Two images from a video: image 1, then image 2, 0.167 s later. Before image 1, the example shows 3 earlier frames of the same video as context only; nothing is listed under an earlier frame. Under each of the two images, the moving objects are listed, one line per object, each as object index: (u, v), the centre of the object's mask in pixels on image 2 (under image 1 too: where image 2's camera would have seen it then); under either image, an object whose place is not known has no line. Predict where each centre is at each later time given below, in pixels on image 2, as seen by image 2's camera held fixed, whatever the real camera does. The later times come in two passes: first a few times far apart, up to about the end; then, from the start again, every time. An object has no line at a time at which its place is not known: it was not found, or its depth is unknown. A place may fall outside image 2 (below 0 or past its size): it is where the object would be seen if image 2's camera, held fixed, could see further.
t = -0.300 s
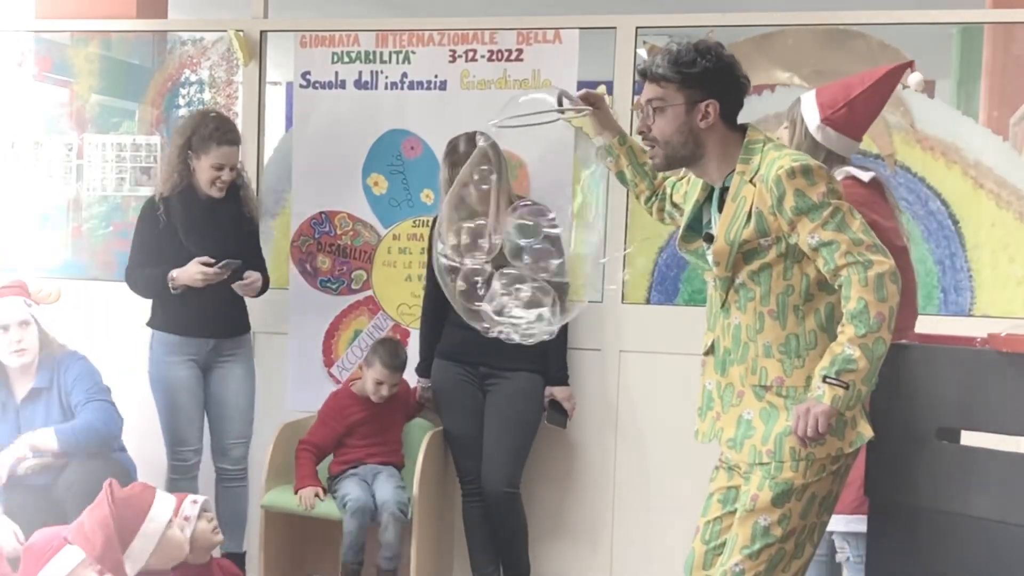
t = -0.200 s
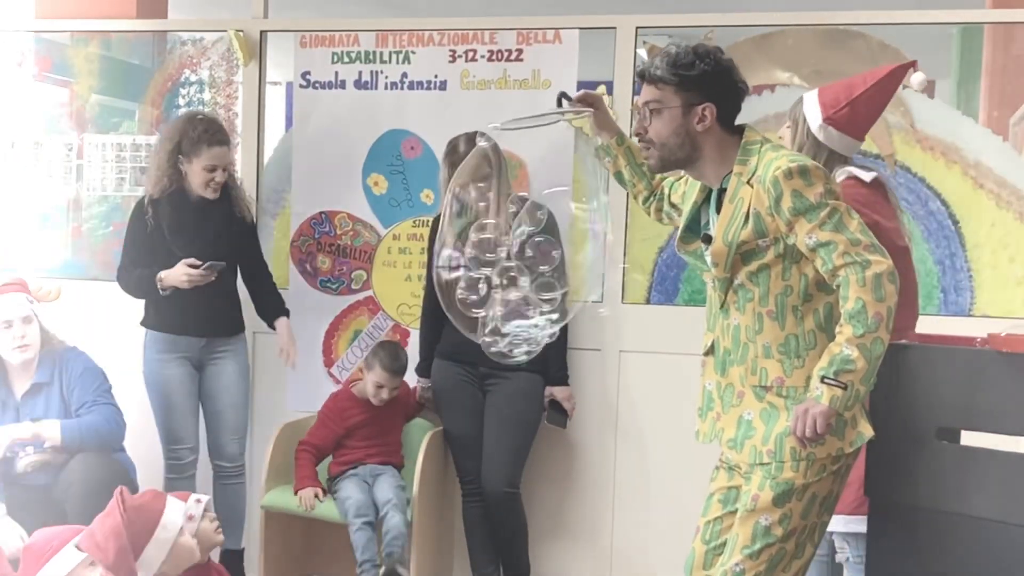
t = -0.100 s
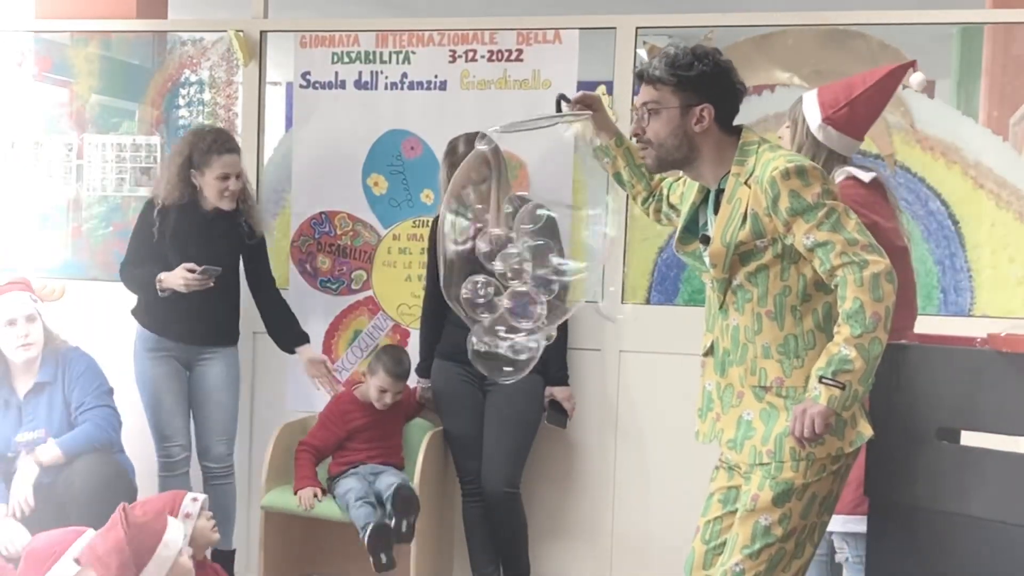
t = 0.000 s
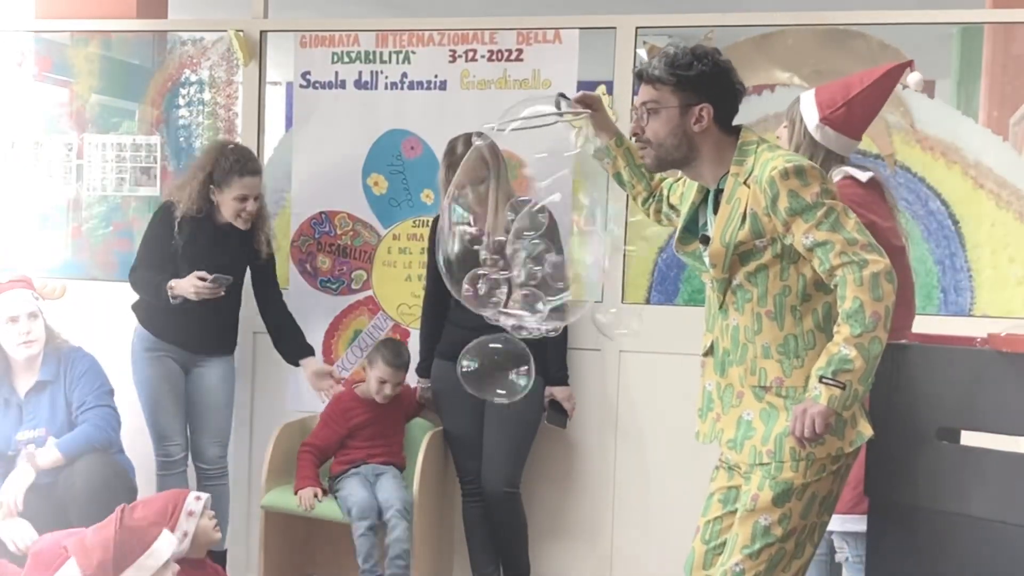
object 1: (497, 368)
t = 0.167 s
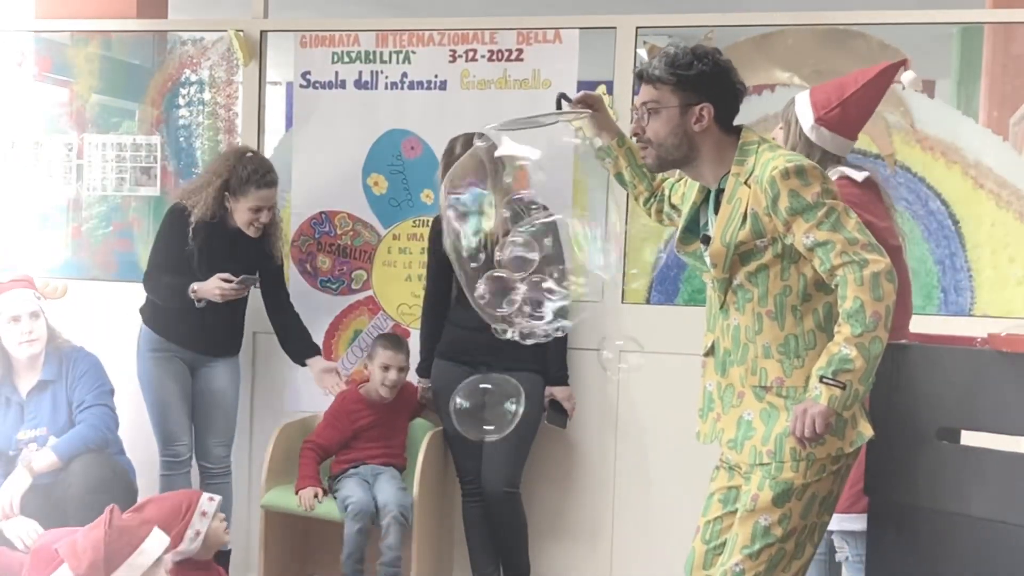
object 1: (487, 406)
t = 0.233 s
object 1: (485, 422)
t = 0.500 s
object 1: (482, 484)
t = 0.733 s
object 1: (488, 536)
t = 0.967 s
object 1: (498, 564)
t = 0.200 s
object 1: (485, 414)
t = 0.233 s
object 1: (485, 422)
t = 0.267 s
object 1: (484, 430)
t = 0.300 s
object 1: (483, 437)
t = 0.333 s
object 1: (483, 445)
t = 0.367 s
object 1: (482, 452)
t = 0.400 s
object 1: (482, 460)
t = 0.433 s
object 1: (482, 468)
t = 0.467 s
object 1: (482, 476)
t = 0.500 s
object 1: (482, 484)
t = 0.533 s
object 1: (483, 491)
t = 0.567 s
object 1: (483, 499)
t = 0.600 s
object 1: (484, 507)
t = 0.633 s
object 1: (485, 514)
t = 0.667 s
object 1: (485, 522)
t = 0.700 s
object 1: (486, 529)
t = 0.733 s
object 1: (488, 536)
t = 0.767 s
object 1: (489, 543)
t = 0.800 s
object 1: (490, 548)
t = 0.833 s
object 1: (491, 552)
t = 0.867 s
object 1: (492, 555)
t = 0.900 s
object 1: (494, 559)
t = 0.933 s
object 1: (496, 562)
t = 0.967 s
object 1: (498, 564)
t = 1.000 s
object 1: (499, 567)
